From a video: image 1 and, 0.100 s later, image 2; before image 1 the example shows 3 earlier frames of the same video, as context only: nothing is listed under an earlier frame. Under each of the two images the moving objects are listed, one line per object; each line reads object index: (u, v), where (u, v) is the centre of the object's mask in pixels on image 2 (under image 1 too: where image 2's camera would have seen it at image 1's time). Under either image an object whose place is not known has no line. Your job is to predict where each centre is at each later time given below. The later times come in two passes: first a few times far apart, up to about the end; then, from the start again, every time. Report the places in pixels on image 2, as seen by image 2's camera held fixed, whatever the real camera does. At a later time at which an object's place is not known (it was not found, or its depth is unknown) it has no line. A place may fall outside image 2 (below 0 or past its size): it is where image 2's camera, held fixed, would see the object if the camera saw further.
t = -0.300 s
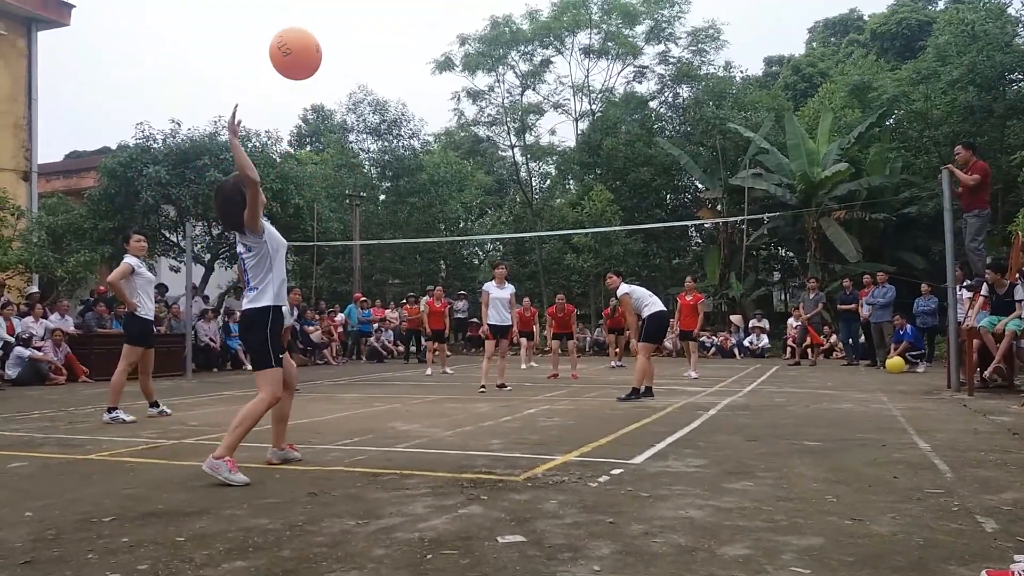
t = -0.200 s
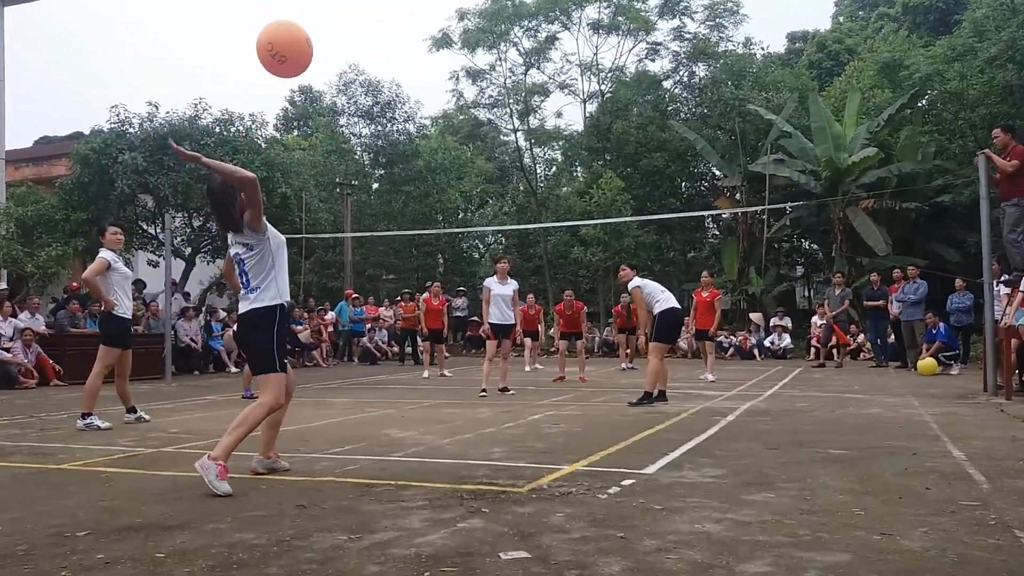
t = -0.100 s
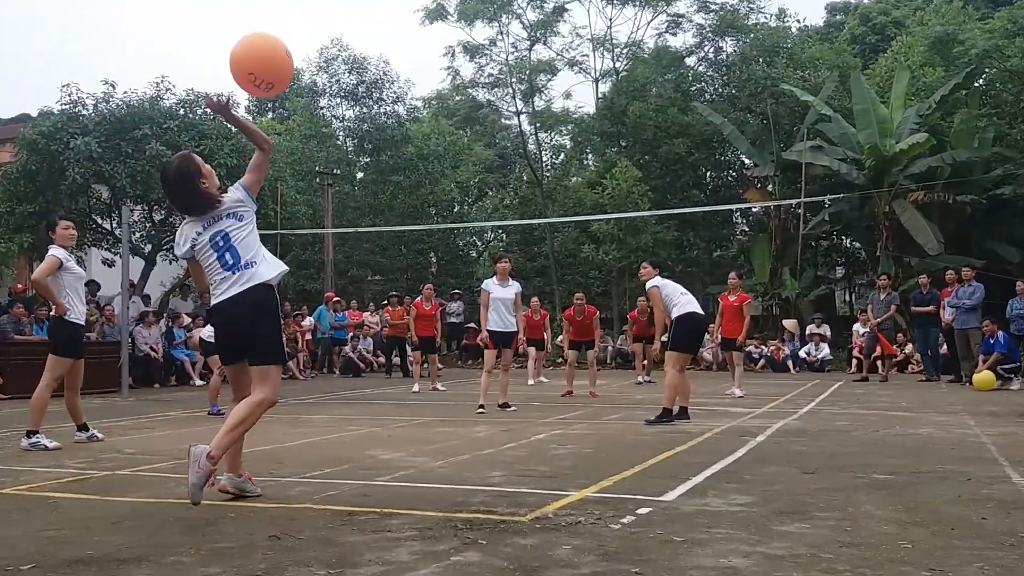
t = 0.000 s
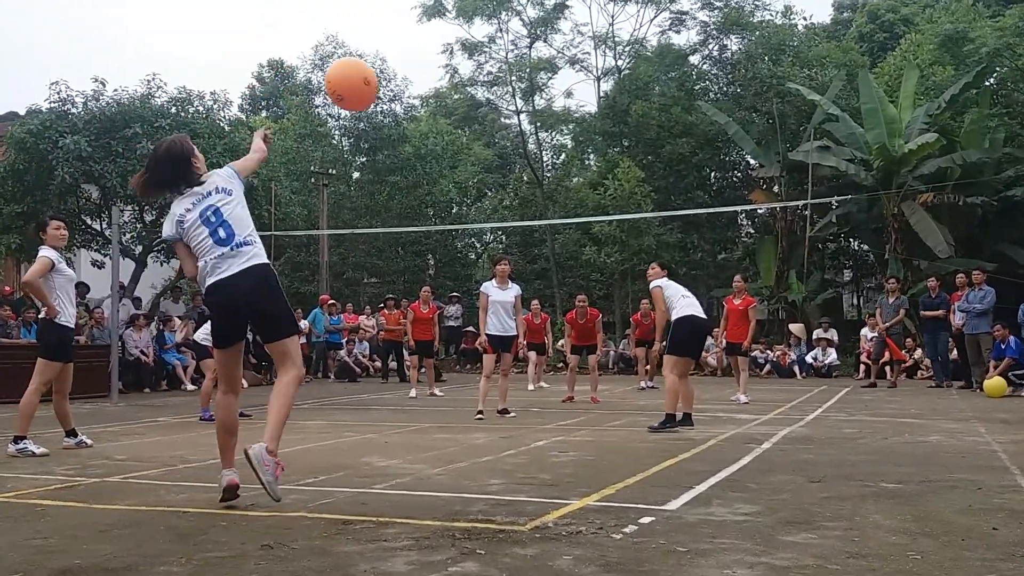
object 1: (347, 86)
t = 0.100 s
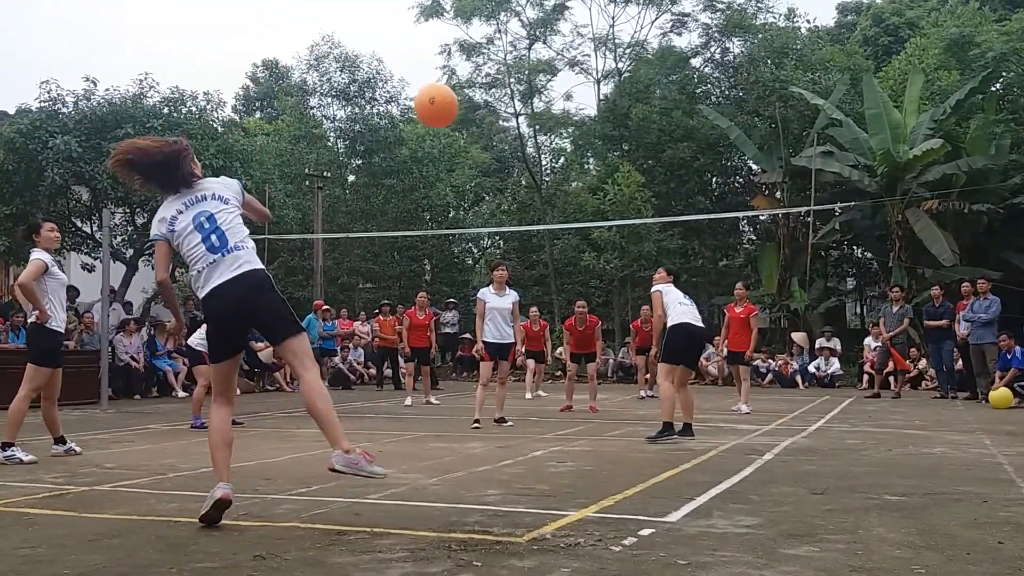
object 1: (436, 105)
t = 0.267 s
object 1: (510, 146)
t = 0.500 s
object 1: (556, 204)
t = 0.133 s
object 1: (456, 113)
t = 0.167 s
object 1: (473, 117)
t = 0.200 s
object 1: (487, 122)
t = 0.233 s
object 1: (496, 127)
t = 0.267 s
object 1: (510, 146)
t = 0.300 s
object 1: (522, 156)
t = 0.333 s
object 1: (528, 159)
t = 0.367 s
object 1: (534, 167)
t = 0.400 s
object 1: (541, 172)
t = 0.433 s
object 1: (546, 184)
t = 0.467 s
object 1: (551, 194)
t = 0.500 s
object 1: (556, 204)
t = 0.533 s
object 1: (558, 214)
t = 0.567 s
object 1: (562, 228)
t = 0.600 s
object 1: (564, 239)
